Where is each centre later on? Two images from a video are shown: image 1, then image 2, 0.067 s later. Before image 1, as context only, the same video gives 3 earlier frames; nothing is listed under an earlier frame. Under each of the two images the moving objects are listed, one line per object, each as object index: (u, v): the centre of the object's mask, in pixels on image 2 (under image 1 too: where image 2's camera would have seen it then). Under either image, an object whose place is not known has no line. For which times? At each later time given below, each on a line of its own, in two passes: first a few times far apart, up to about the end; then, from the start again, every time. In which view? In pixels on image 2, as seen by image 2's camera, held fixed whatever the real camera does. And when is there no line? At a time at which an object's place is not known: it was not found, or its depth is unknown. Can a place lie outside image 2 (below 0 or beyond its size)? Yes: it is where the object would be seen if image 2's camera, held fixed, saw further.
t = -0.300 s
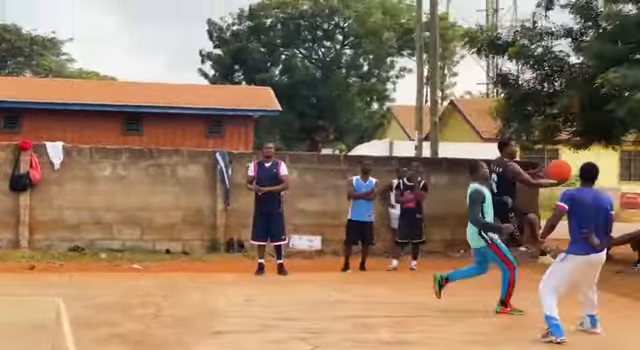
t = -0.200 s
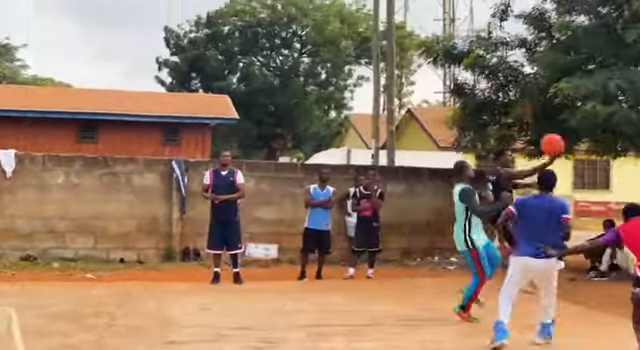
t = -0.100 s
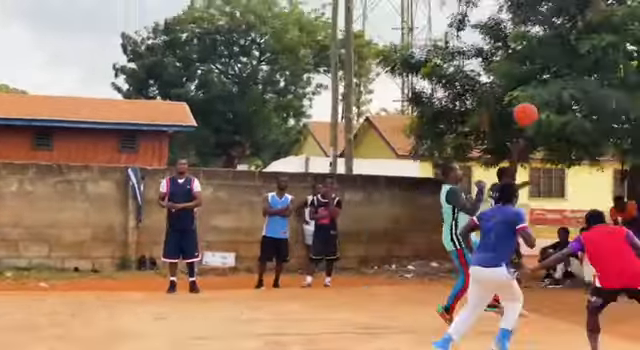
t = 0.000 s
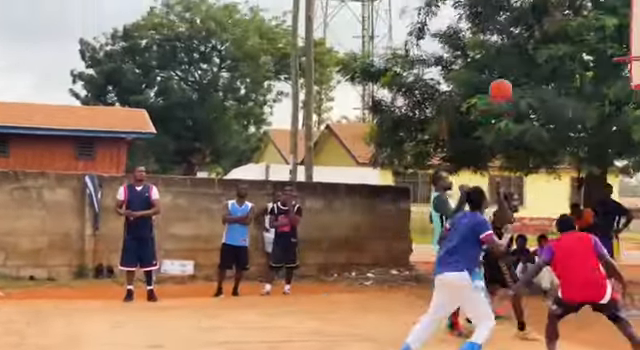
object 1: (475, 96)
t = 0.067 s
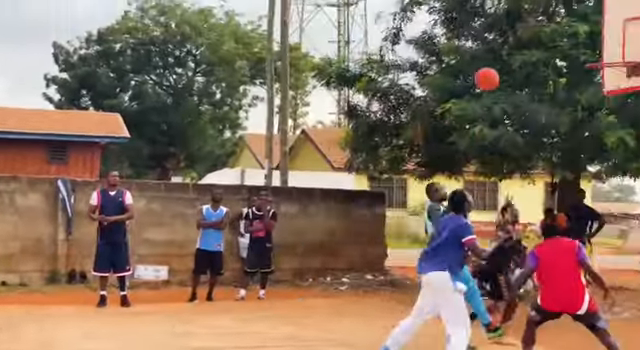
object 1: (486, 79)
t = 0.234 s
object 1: (517, 54)
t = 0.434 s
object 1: (554, 57)
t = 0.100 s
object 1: (493, 72)
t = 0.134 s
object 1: (498, 67)
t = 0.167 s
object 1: (504, 61)
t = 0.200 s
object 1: (511, 57)
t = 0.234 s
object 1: (517, 54)
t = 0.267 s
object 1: (523, 52)
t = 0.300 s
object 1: (529, 51)
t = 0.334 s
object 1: (535, 51)
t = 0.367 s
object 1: (541, 52)
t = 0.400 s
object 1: (547, 54)
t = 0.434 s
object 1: (554, 57)
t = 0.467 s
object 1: (560, 63)
